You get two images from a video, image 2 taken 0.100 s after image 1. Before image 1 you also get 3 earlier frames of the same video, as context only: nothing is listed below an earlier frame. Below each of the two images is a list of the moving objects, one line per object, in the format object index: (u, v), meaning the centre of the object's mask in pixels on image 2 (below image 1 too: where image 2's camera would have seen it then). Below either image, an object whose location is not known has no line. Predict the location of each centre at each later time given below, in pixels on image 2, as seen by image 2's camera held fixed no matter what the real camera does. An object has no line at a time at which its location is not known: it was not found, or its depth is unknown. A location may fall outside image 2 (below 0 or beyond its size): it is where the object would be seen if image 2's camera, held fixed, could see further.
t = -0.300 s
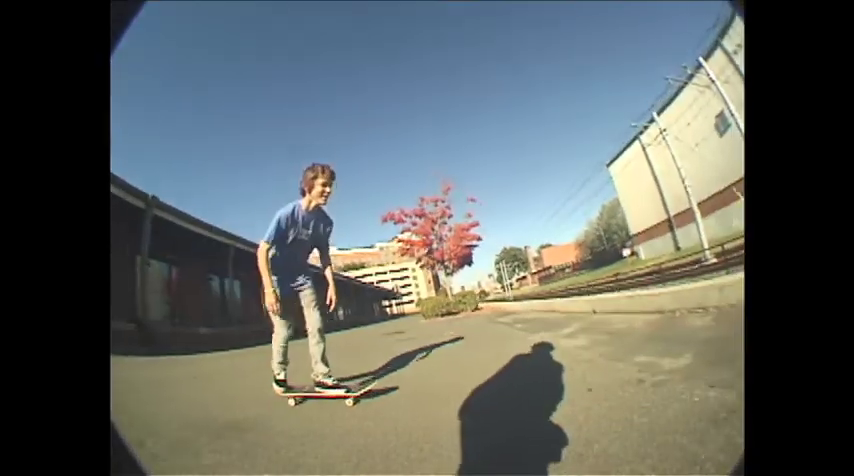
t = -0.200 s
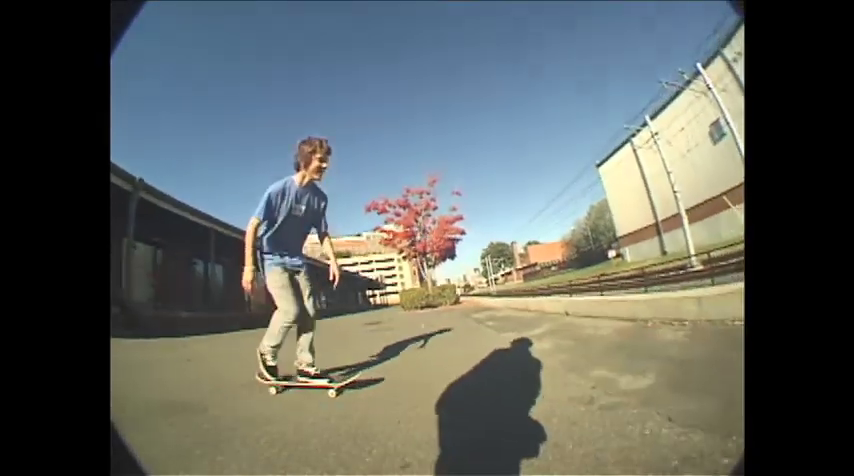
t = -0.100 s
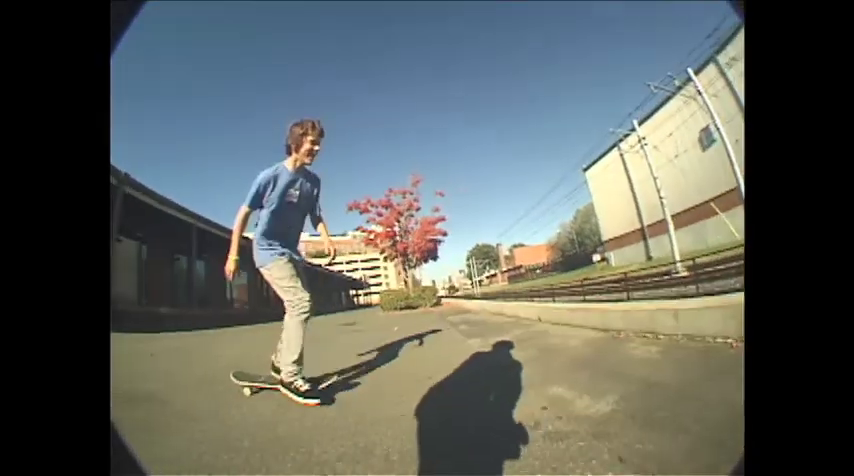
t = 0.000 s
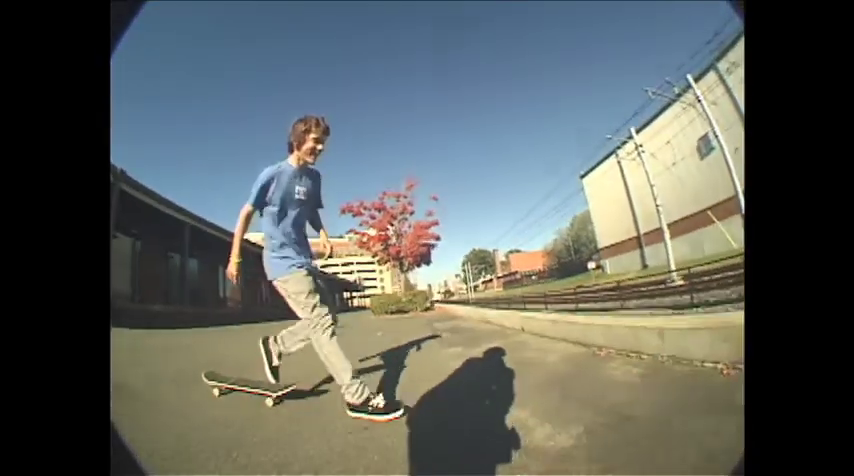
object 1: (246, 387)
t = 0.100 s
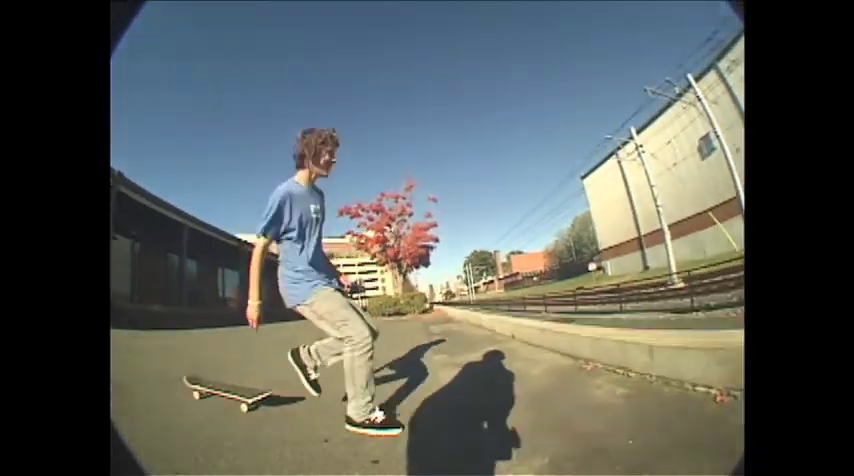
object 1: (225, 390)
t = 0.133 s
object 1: (219, 391)
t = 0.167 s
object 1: (214, 391)
